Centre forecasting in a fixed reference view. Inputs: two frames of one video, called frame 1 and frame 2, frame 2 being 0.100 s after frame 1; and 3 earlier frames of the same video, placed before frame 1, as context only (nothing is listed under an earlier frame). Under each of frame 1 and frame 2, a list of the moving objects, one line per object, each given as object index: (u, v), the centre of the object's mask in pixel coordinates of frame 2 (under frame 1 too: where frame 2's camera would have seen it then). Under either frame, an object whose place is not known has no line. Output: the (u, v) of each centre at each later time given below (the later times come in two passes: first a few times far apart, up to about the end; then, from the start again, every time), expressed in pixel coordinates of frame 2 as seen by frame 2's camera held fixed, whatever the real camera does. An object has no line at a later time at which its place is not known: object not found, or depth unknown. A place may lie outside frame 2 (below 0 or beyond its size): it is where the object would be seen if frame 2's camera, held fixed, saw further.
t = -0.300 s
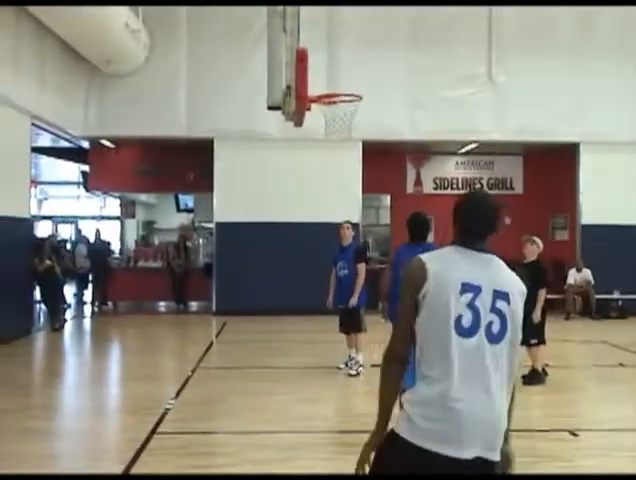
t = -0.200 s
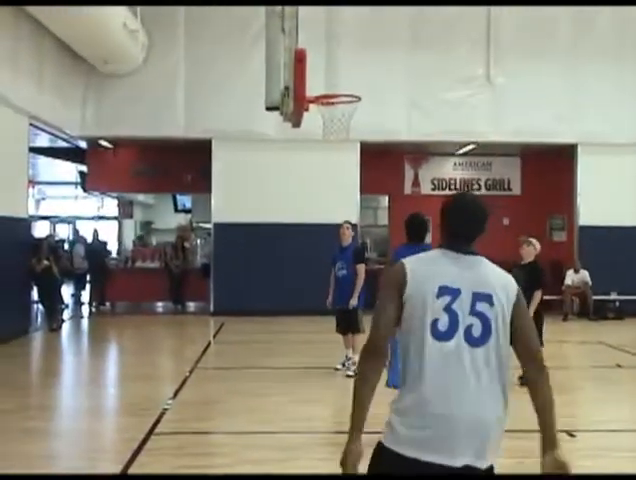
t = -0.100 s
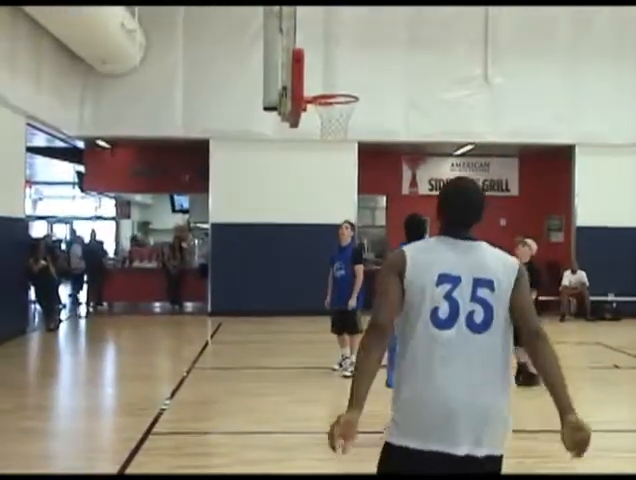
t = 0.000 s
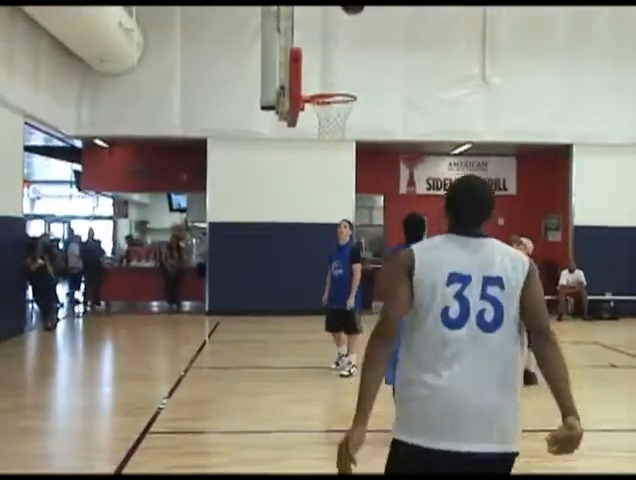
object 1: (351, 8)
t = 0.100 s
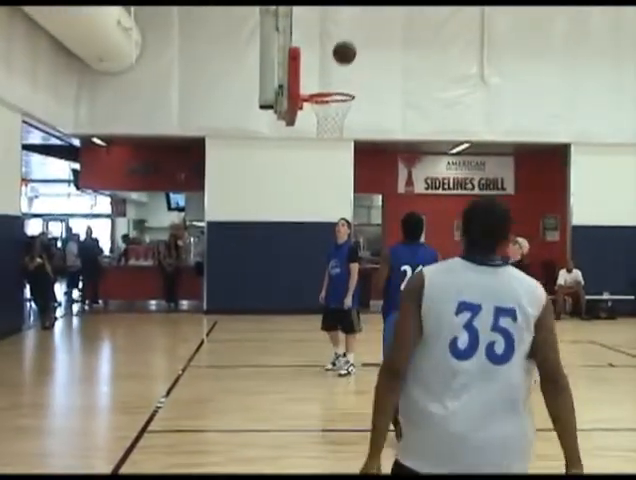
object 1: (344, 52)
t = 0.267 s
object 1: (313, 82)
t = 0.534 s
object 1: (361, 85)
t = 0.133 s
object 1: (342, 71)
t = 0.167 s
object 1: (340, 86)
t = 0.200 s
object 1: (333, 86)
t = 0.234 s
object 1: (323, 84)
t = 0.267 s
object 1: (313, 82)
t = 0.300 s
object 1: (308, 80)
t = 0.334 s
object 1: (314, 78)
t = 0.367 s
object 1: (322, 77)
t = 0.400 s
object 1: (330, 77)
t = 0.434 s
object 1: (338, 78)
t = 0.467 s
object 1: (346, 80)
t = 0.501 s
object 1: (354, 82)
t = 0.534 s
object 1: (361, 85)
